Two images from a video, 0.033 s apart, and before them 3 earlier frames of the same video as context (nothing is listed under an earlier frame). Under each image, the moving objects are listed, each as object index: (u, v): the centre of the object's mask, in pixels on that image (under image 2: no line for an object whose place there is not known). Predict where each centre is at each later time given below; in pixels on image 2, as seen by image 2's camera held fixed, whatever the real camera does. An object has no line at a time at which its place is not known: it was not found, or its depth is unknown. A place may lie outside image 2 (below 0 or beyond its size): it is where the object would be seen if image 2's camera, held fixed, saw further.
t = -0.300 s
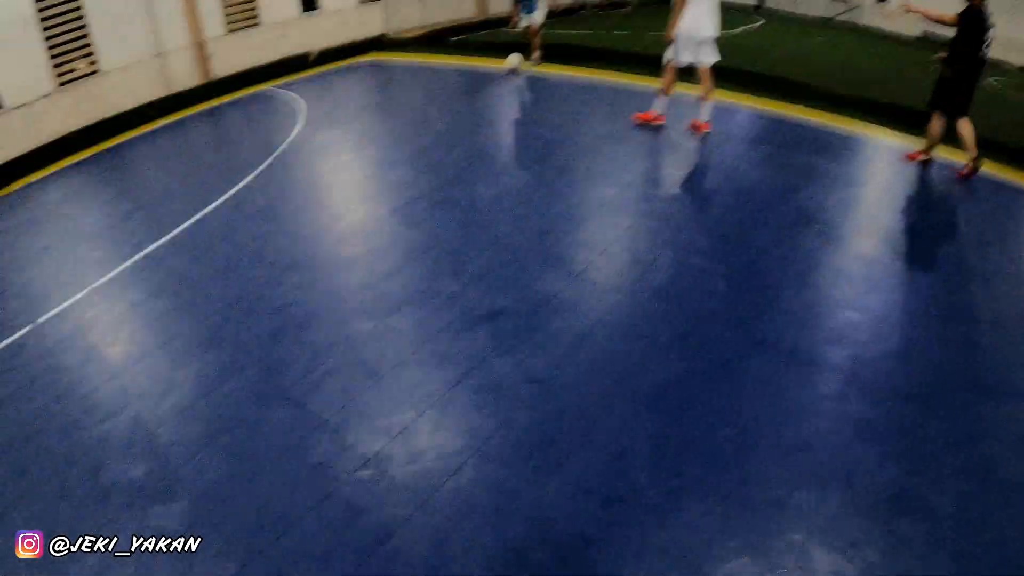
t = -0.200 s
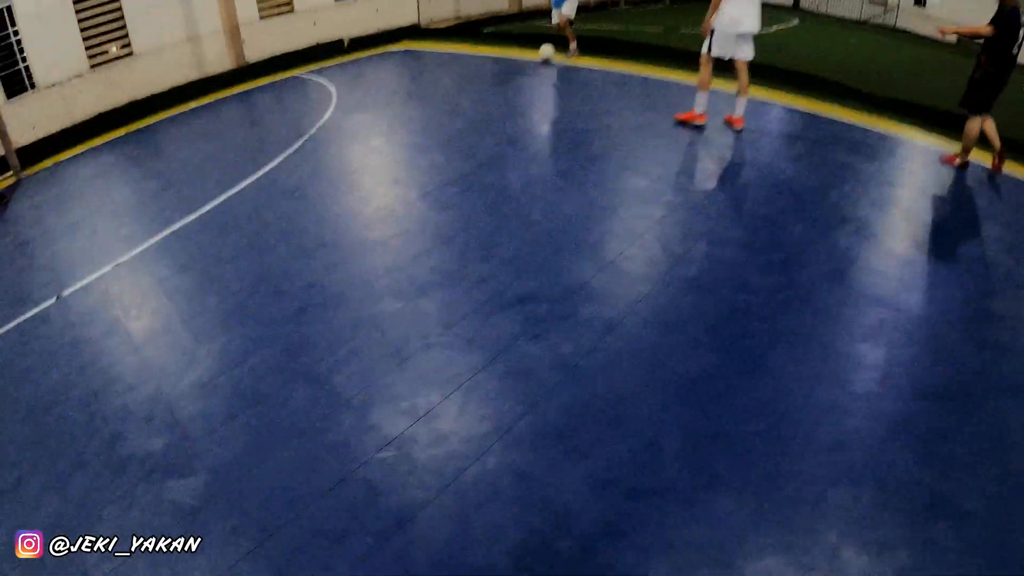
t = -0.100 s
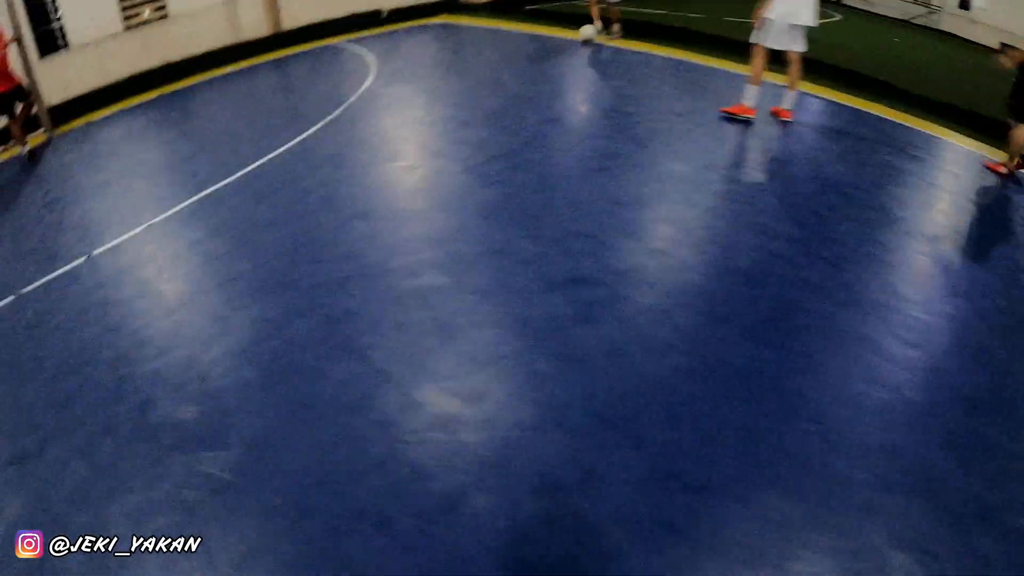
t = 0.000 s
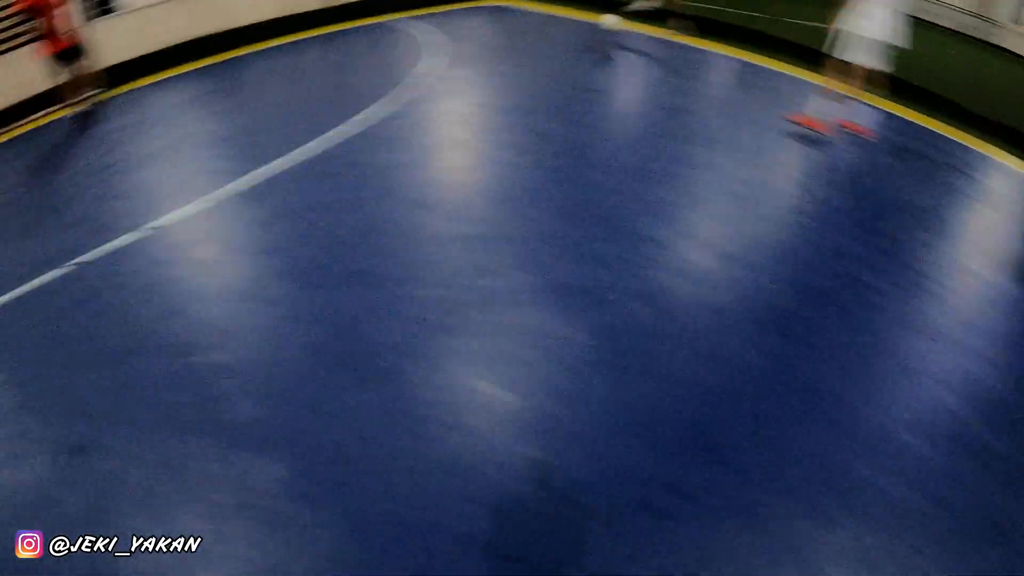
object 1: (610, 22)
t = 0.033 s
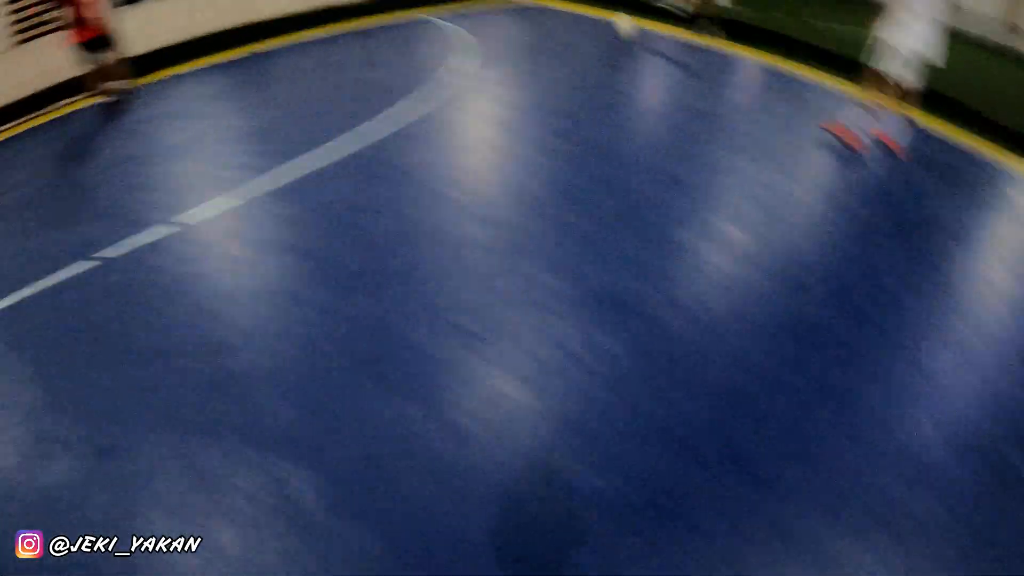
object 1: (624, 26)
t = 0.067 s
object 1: (605, 28)
